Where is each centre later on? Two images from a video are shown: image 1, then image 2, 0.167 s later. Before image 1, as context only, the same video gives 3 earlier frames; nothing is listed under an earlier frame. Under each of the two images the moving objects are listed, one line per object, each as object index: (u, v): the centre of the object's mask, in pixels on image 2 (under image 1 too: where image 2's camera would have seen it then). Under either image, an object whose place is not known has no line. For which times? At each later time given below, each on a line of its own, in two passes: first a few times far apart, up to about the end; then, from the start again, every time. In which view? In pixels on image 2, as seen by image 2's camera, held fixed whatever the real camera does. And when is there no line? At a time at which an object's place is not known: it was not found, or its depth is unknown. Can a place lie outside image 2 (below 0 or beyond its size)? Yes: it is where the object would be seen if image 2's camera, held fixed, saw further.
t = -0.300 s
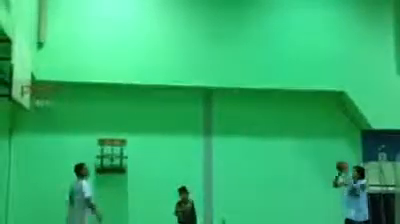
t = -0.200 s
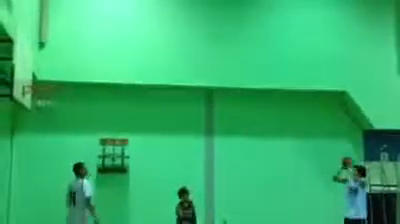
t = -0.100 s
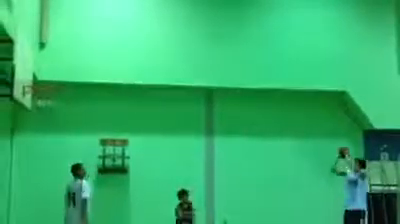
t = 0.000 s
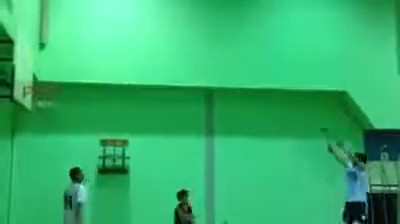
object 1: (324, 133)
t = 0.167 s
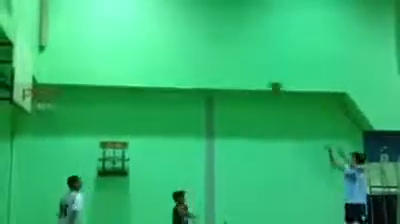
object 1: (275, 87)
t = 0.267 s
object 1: (248, 69)
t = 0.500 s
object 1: (188, 46)
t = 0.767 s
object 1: (112, 52)
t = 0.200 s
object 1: (268, 82)
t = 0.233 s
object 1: (257, 74)
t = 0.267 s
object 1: (248, 69)
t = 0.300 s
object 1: (240, 64)
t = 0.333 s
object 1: (231, 60)
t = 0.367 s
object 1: (222, 56)
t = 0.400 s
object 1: (214, 53)
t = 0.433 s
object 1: (205, 50)
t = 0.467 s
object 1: (196, 48)
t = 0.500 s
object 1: (188, 46)
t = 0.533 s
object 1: (178, 44)
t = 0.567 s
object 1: (169, 43)
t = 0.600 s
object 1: (159, 43)
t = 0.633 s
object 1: (150, 43)
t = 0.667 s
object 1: (141, 45)
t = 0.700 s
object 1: (131, 46)
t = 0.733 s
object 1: (122, 49)
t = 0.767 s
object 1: (112, 52)
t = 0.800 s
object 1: (103, 55)
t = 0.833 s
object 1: (93, 58)
